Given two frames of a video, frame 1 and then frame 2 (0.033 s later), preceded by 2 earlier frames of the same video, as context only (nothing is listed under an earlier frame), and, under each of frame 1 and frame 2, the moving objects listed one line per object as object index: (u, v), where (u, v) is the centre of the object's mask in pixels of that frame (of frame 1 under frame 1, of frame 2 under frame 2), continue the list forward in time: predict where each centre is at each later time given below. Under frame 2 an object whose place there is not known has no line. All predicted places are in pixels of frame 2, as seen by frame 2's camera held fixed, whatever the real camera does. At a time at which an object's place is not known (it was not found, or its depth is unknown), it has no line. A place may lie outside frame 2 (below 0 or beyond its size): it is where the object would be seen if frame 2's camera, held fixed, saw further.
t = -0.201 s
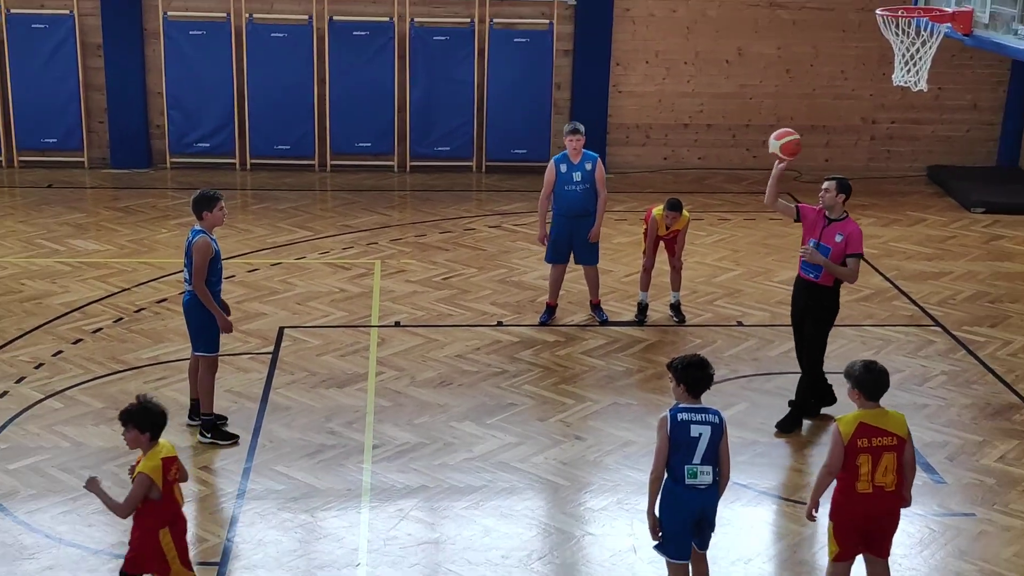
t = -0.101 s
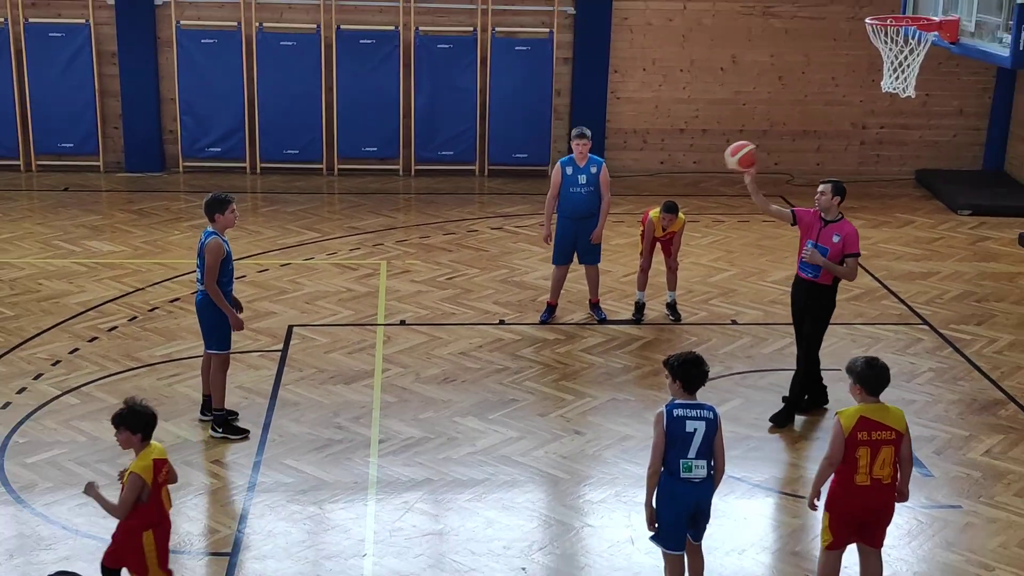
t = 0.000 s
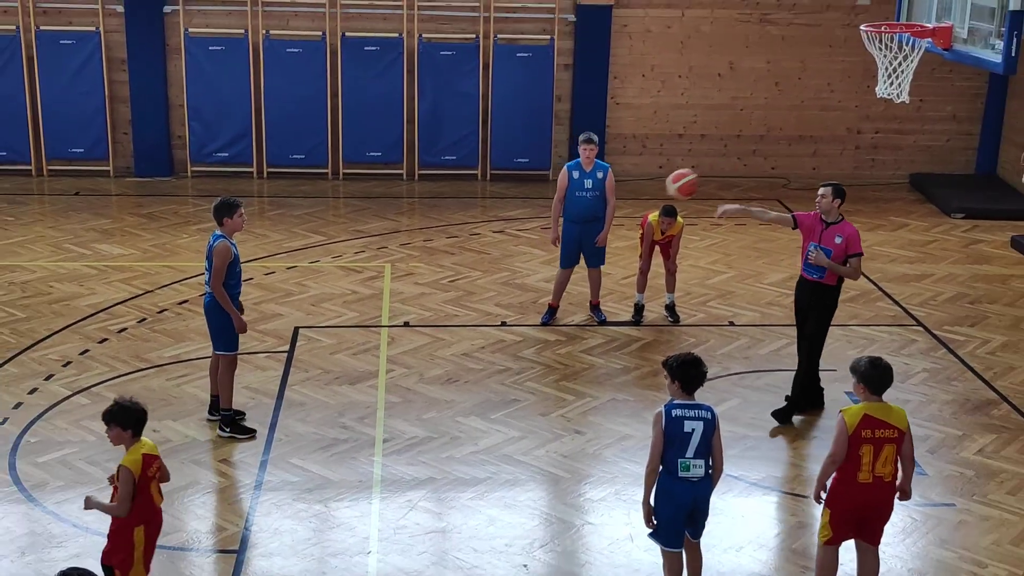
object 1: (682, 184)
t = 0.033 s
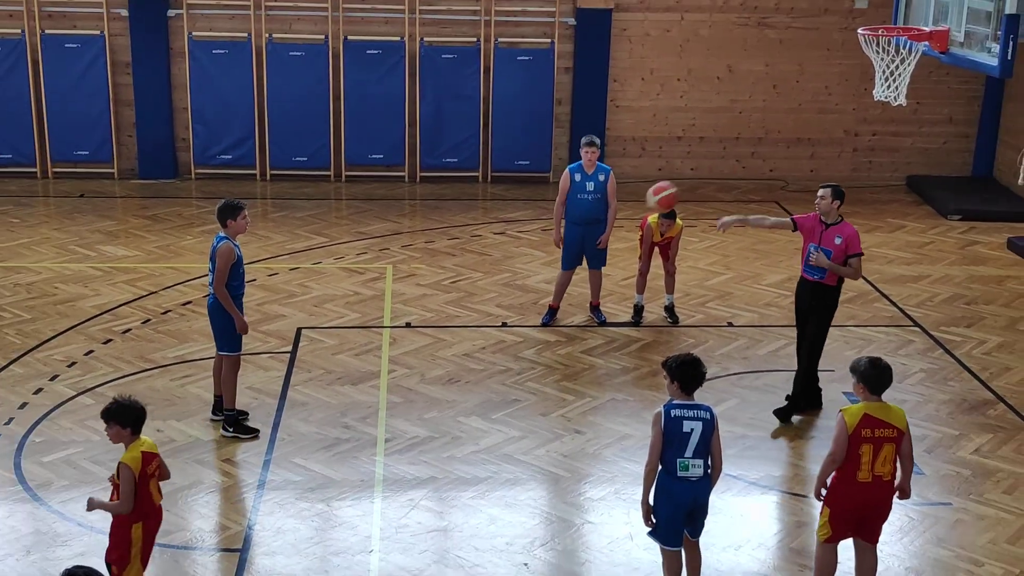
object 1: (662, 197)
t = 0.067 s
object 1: (643, 208)
